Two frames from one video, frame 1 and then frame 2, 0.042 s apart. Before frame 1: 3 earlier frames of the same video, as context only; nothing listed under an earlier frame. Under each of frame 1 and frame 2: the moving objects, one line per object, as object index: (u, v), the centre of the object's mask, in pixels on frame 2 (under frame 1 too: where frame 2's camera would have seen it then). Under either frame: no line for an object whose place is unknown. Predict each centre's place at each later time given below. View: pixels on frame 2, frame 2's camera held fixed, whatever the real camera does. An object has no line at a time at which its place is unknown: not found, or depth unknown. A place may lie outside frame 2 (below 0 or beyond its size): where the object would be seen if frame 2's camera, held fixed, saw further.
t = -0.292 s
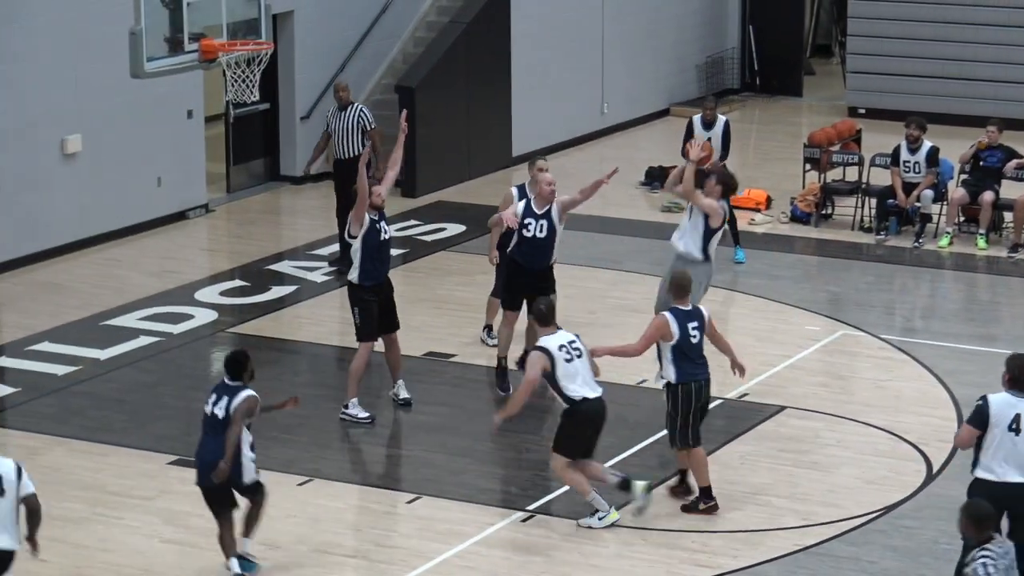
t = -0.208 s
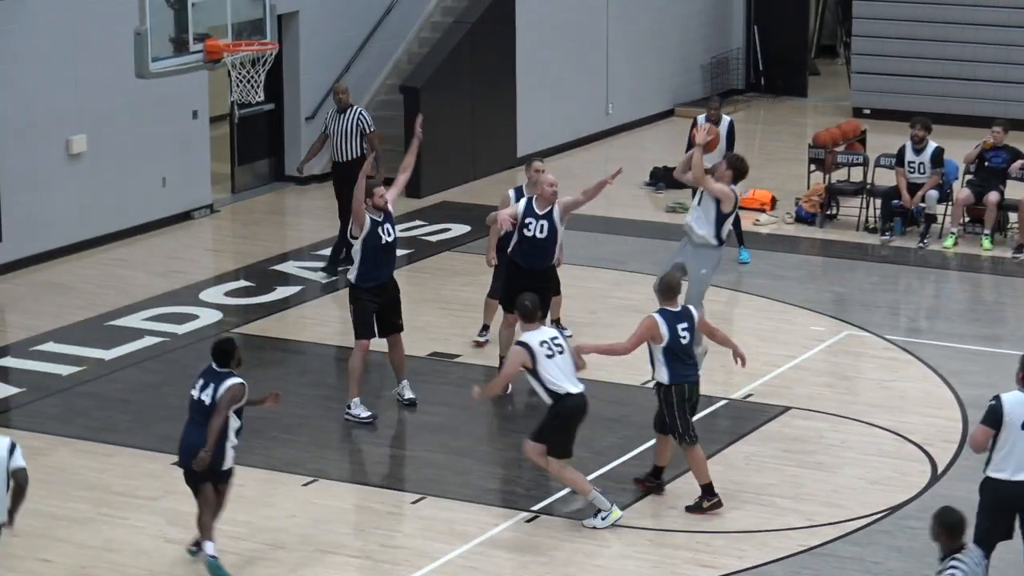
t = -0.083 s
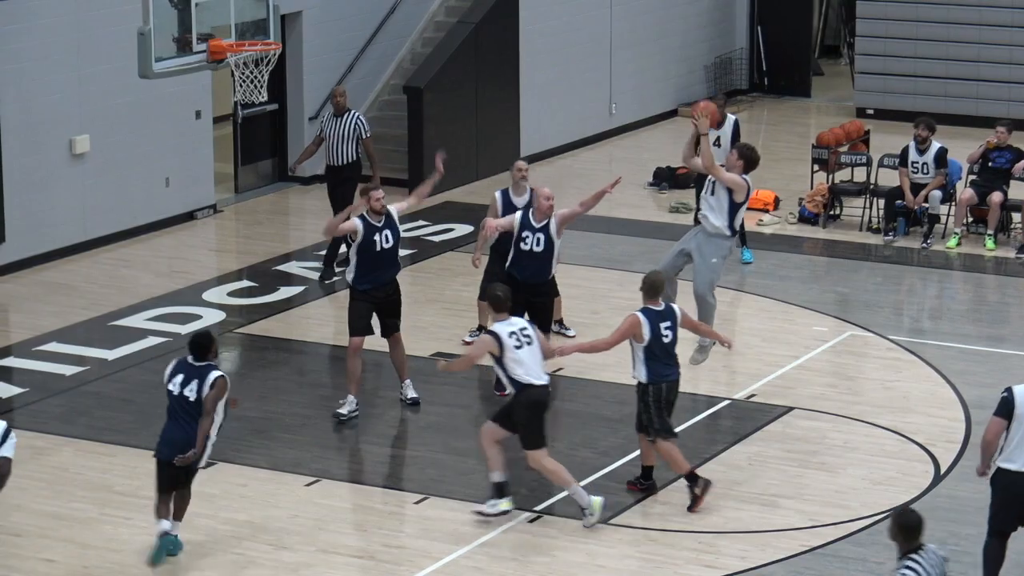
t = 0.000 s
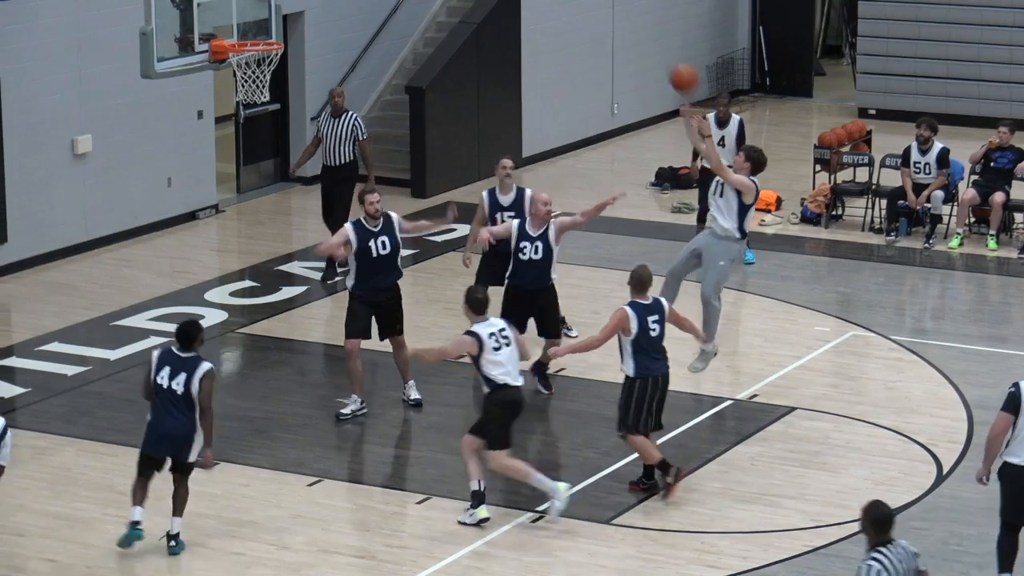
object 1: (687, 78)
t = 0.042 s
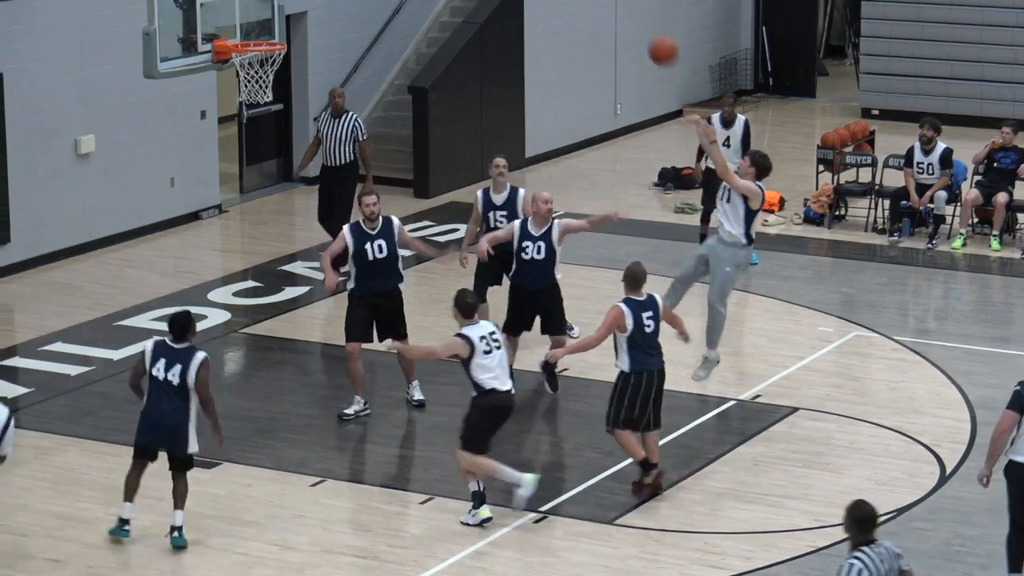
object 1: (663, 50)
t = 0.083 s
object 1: (647, 34)
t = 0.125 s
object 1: (623, 11)
